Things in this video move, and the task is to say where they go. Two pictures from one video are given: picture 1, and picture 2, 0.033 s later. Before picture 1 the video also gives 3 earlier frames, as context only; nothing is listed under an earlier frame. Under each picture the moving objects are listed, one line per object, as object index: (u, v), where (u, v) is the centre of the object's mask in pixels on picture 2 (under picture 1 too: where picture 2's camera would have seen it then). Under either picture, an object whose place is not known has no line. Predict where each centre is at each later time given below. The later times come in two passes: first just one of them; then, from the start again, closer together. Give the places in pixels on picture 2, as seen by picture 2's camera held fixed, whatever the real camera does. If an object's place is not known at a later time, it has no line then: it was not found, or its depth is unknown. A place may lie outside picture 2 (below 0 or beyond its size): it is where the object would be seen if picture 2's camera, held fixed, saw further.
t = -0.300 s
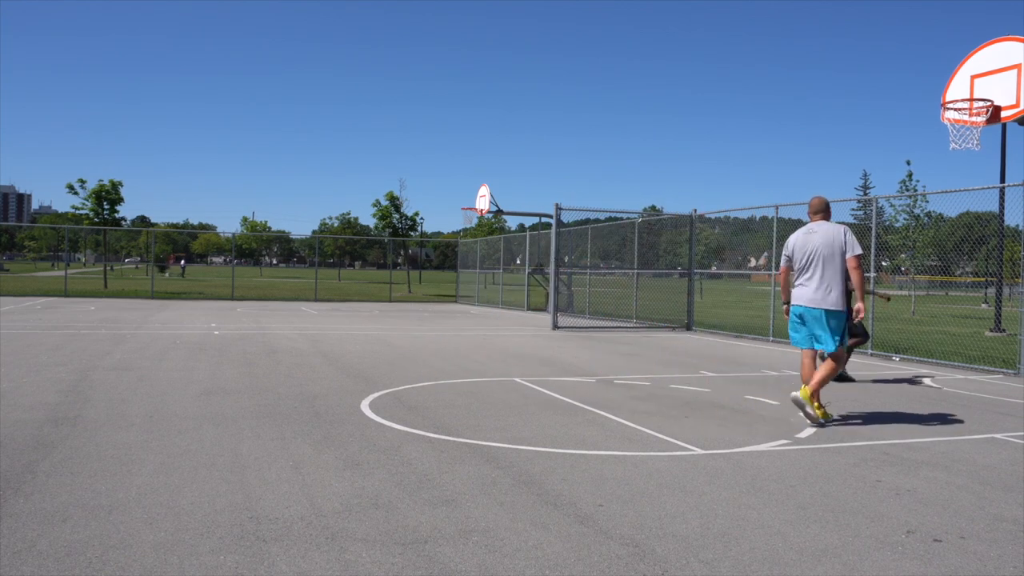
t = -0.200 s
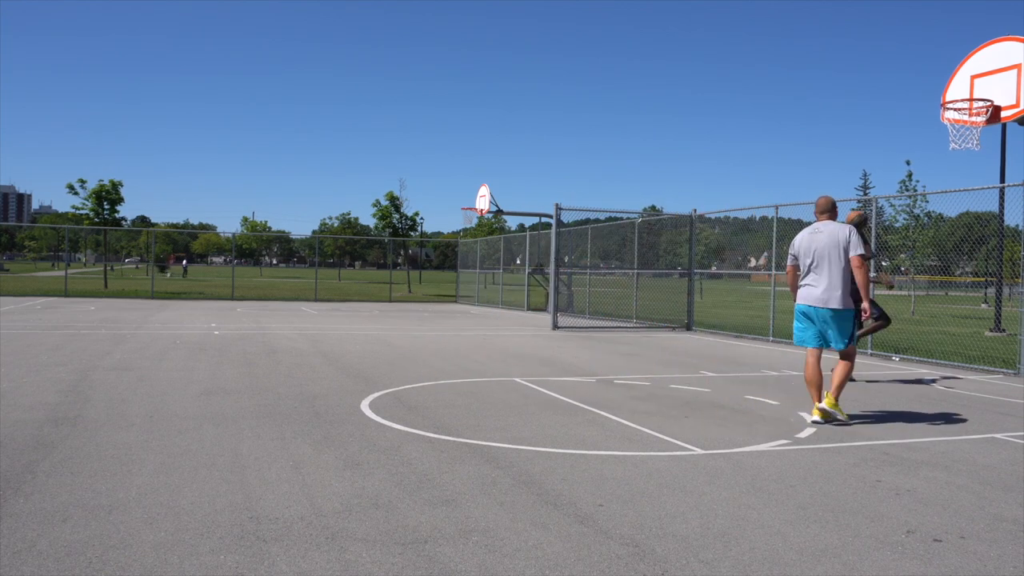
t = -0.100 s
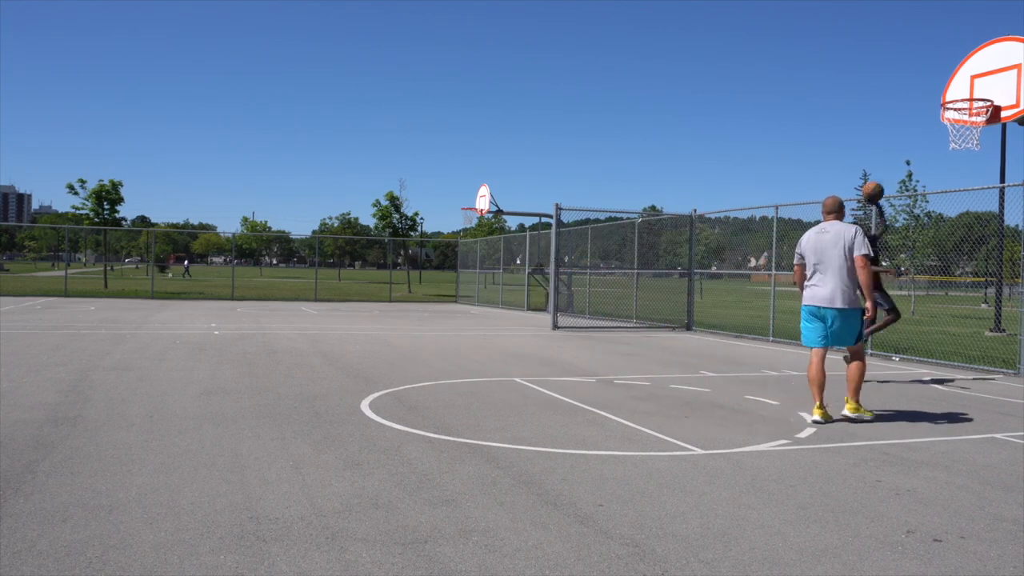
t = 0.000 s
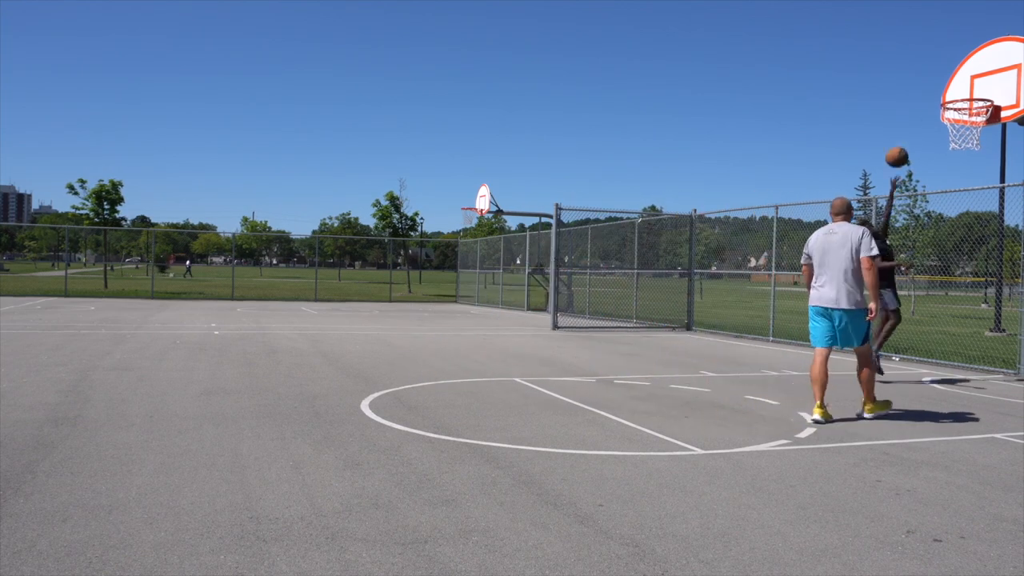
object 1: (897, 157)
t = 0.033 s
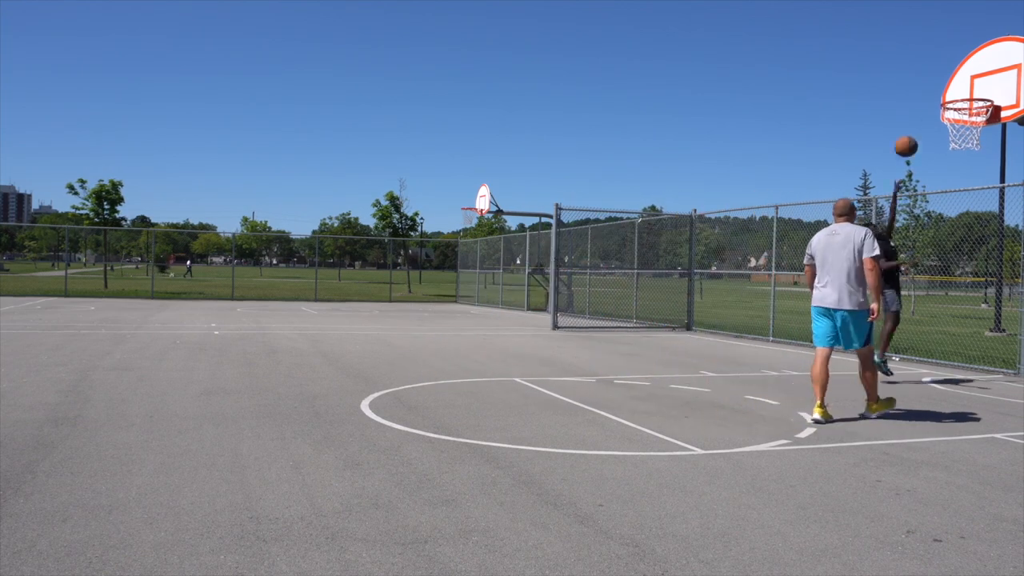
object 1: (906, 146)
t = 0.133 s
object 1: (933, 119)
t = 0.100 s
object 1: (925, 127)
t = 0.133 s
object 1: (933, 119)
